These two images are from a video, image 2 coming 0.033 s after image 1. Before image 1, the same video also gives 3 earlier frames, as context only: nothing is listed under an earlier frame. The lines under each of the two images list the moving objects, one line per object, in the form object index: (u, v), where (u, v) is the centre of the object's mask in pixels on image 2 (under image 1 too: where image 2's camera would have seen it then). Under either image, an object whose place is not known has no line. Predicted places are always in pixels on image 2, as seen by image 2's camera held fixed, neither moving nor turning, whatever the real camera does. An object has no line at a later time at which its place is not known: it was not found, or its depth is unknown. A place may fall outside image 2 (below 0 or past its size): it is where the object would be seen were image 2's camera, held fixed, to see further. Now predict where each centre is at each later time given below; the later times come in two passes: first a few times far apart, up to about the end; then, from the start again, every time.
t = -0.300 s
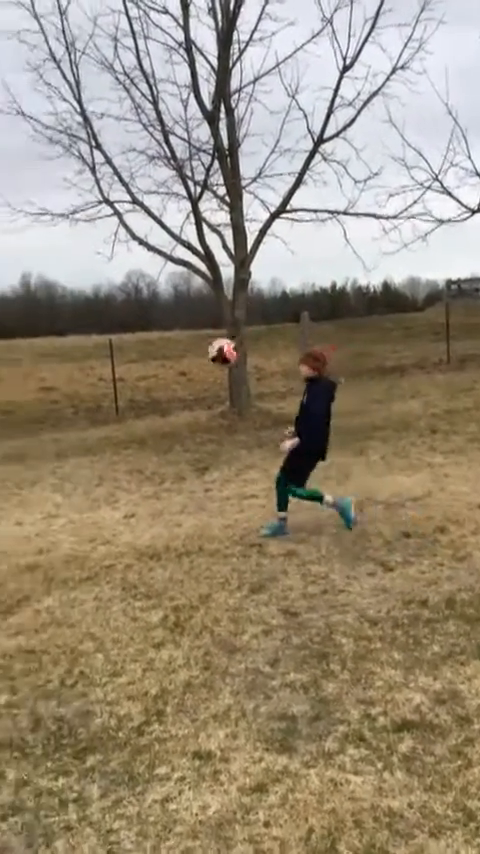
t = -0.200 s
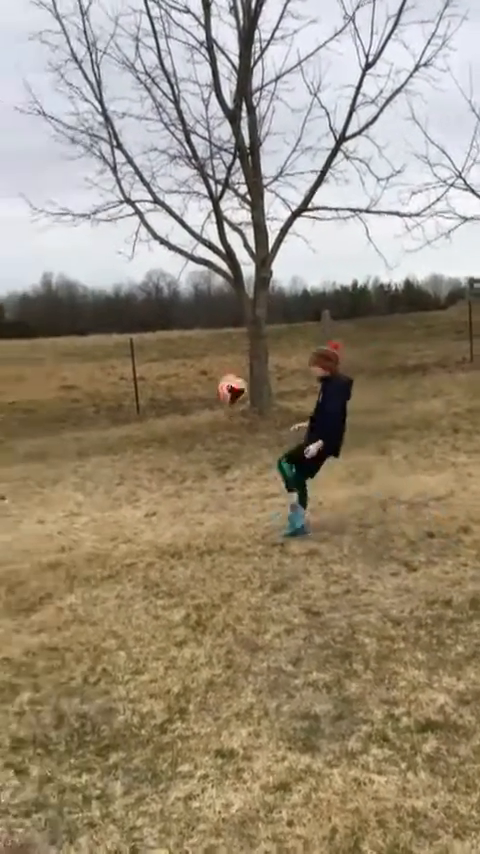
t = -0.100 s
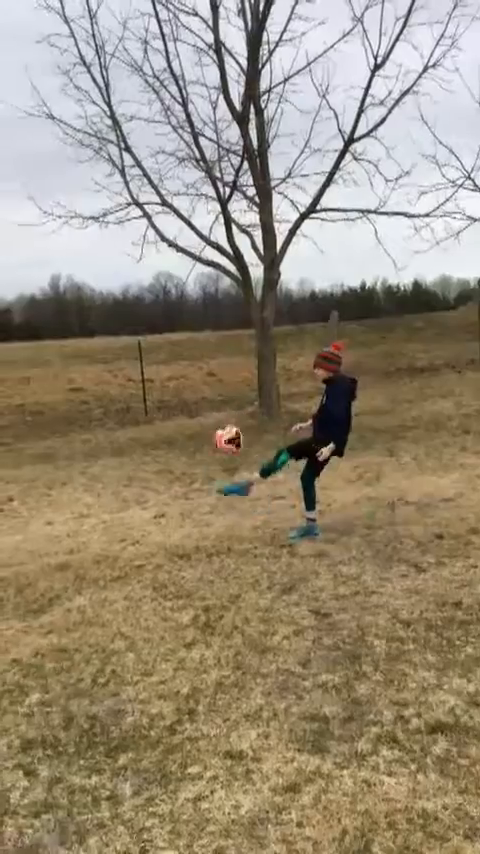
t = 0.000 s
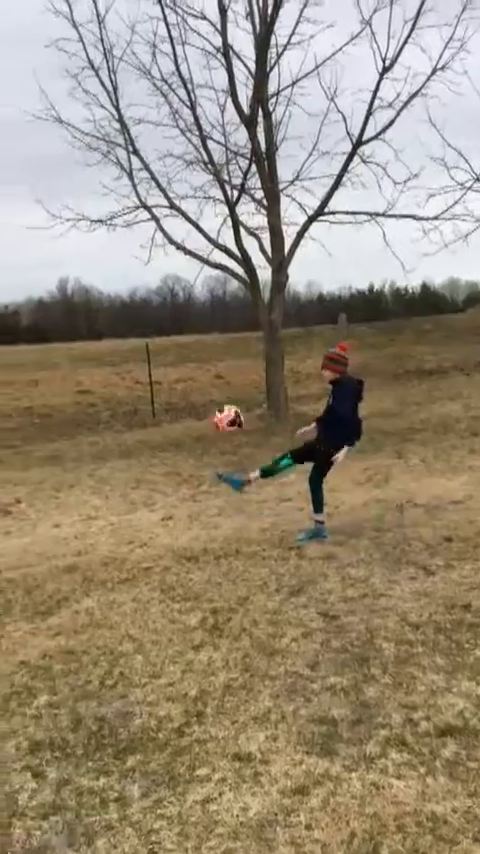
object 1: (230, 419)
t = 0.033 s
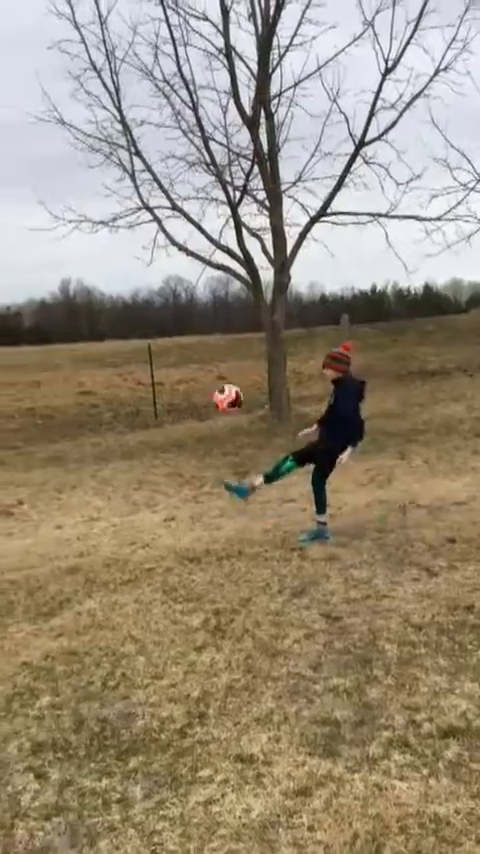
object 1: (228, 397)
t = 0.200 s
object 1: (218, 308)
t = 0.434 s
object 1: (203, 236)
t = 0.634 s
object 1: (192, 237)
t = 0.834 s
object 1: (182, 309)
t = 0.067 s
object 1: (226, 378)
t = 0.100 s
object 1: (224, 360)
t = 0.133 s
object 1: (221, 341)
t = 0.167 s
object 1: (220, 324)
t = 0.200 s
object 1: (218, 308)
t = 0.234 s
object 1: (215, 294)
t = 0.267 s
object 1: (213, 281)
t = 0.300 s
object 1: (210, 270)
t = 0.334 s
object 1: (209, 258)
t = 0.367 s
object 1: (207, 250)
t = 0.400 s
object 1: (204, 242)
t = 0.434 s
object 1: (203, 236)
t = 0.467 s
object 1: (201, 232)
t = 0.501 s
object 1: (199, 230)
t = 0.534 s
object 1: (197, 229)
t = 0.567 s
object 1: (196, 229)
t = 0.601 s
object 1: (194, 232)
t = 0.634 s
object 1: (192, 237)
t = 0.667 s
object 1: (190, 244)
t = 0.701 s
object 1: (188, 252)
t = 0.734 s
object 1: (186, 263)
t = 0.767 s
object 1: (184, 277)
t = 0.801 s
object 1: (182, 292)
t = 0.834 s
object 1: (182, 309)
